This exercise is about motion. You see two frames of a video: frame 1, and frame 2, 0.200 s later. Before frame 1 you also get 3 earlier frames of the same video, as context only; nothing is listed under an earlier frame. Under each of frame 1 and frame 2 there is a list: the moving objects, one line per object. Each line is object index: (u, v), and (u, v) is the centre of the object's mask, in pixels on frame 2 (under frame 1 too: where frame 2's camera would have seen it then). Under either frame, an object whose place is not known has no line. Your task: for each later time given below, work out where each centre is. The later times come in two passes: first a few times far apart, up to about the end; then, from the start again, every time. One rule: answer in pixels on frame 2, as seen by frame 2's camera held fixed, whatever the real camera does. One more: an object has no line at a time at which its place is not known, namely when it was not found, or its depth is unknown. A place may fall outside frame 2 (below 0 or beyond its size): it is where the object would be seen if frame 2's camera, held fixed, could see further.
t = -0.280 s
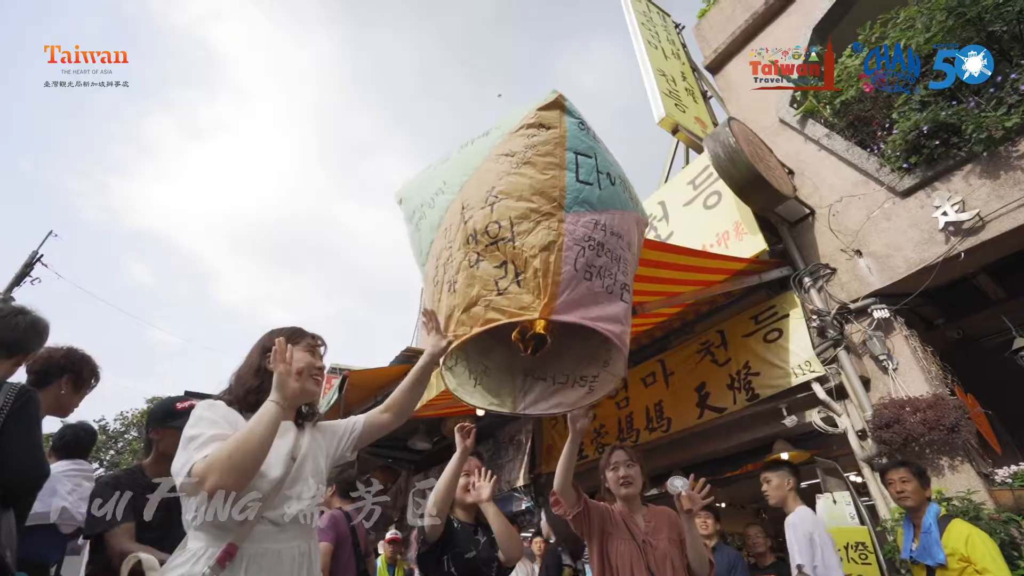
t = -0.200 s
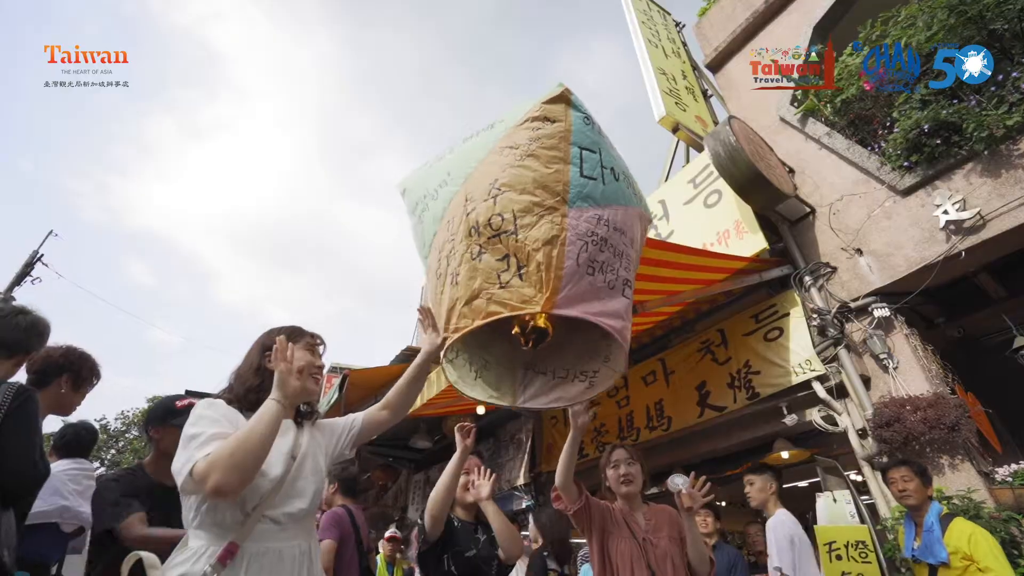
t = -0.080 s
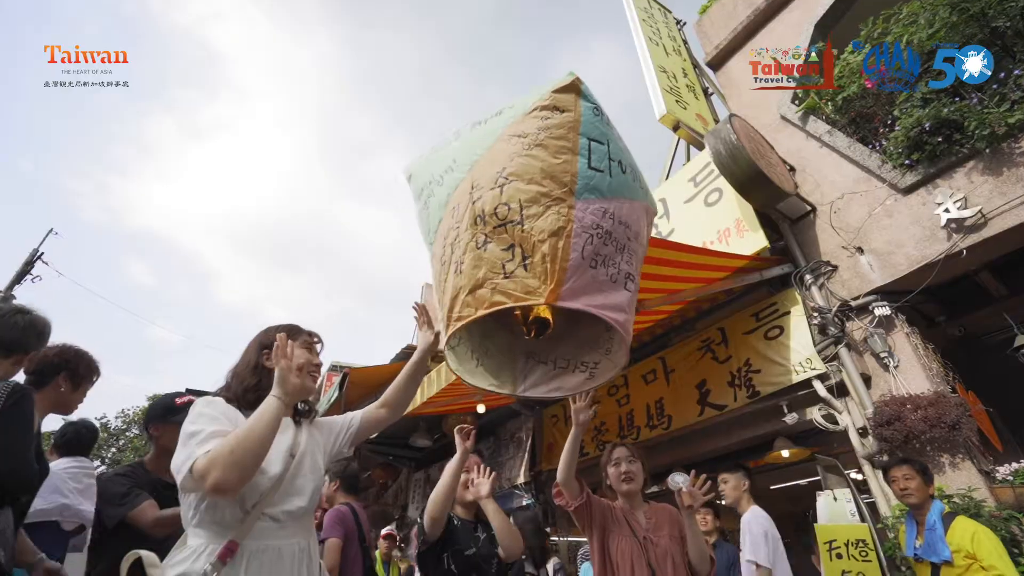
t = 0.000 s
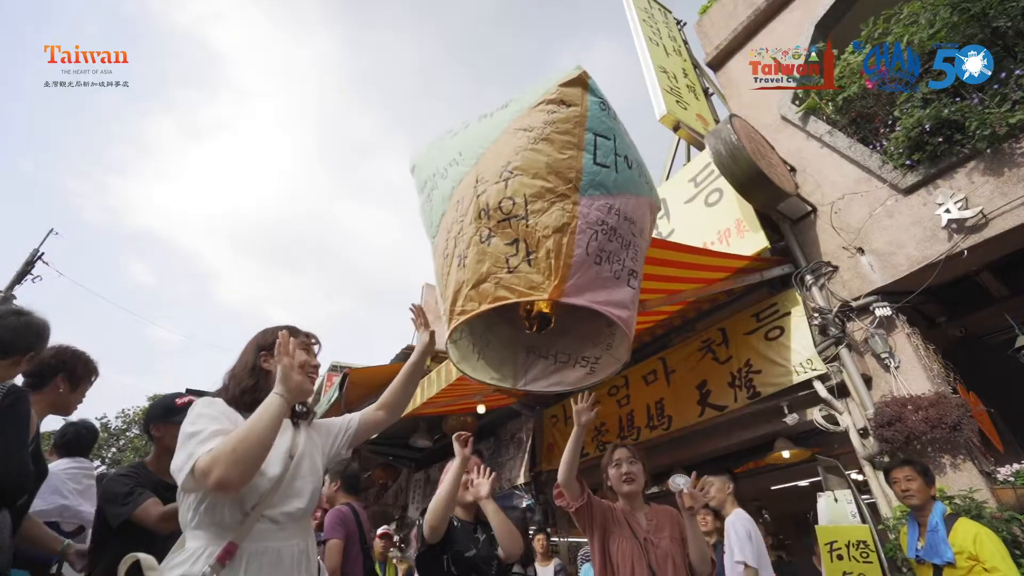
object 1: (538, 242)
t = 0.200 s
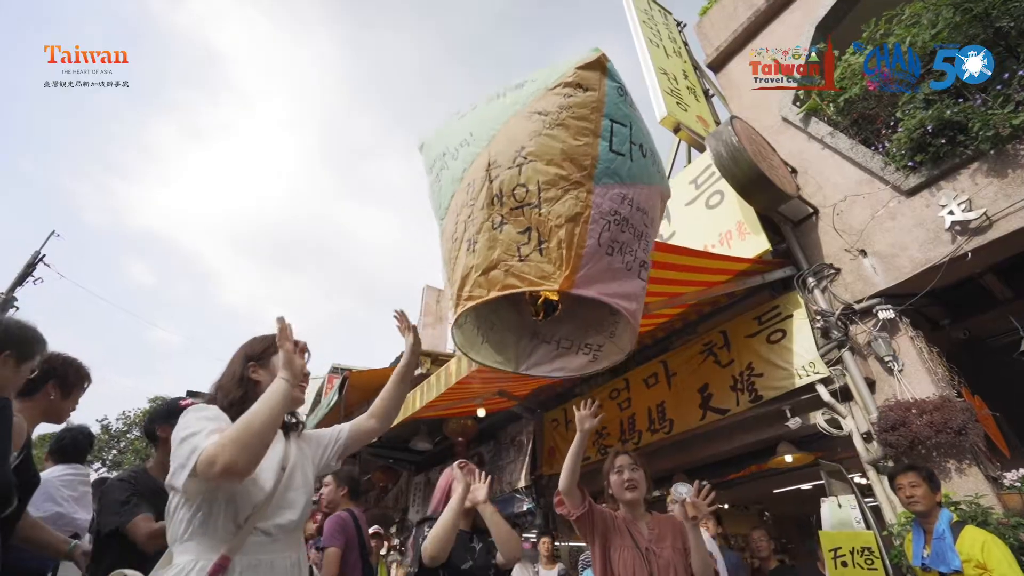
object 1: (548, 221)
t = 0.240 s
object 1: (550, 217)
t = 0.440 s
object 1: (562, 189)
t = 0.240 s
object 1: (550, 217)
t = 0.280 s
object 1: (552, 212)
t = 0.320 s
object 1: (555, 206)
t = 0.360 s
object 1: (557, 201)
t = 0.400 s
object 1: (559, 195)
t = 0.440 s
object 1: (562, 189)
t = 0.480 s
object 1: (564, 184)
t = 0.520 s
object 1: (567, 179)
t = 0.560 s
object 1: (568, 173)
